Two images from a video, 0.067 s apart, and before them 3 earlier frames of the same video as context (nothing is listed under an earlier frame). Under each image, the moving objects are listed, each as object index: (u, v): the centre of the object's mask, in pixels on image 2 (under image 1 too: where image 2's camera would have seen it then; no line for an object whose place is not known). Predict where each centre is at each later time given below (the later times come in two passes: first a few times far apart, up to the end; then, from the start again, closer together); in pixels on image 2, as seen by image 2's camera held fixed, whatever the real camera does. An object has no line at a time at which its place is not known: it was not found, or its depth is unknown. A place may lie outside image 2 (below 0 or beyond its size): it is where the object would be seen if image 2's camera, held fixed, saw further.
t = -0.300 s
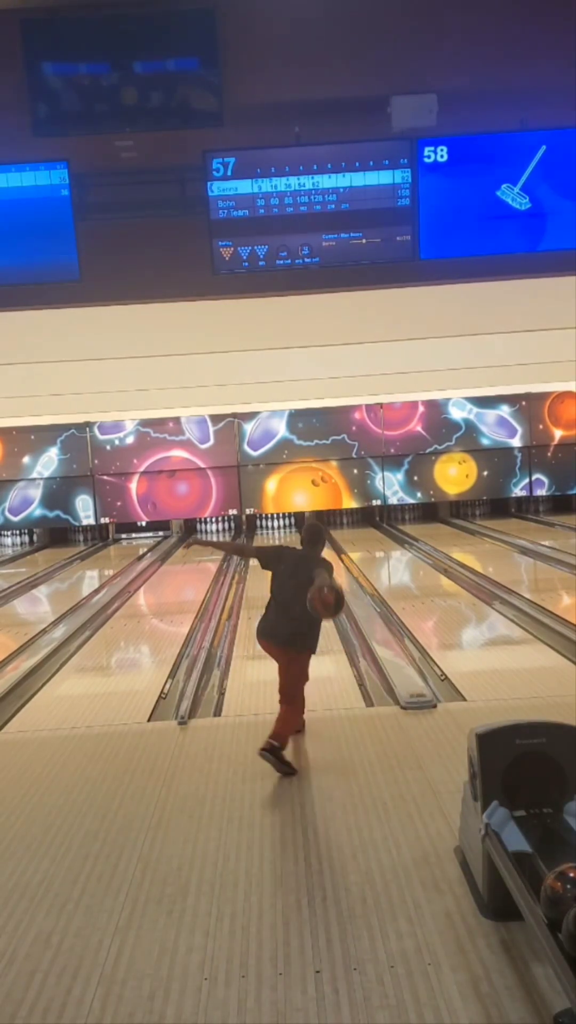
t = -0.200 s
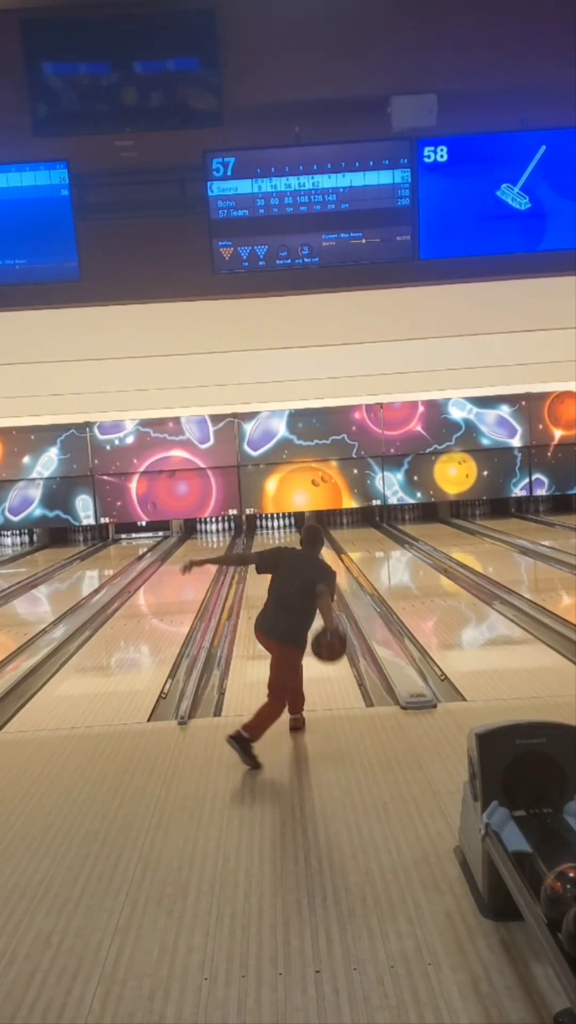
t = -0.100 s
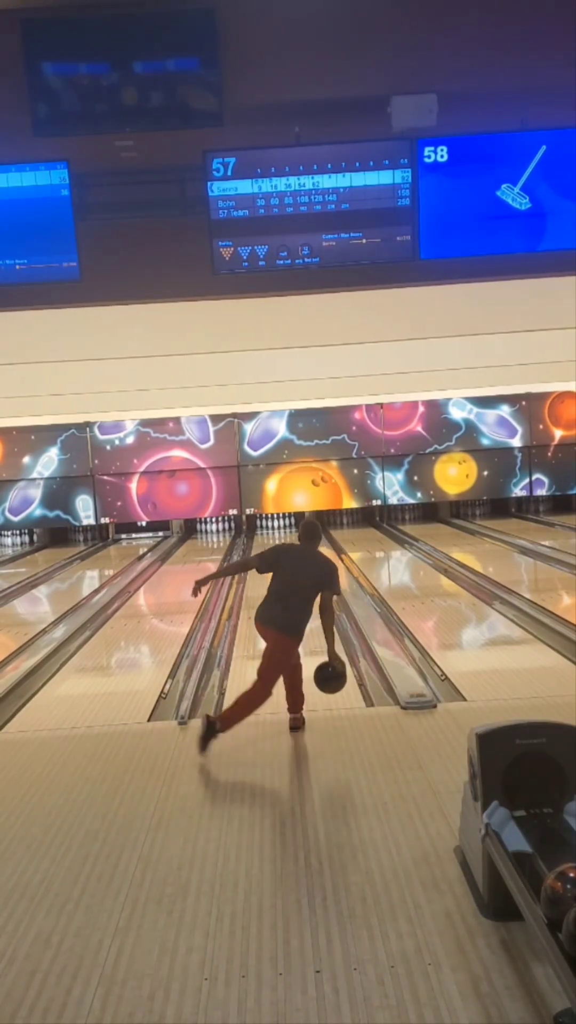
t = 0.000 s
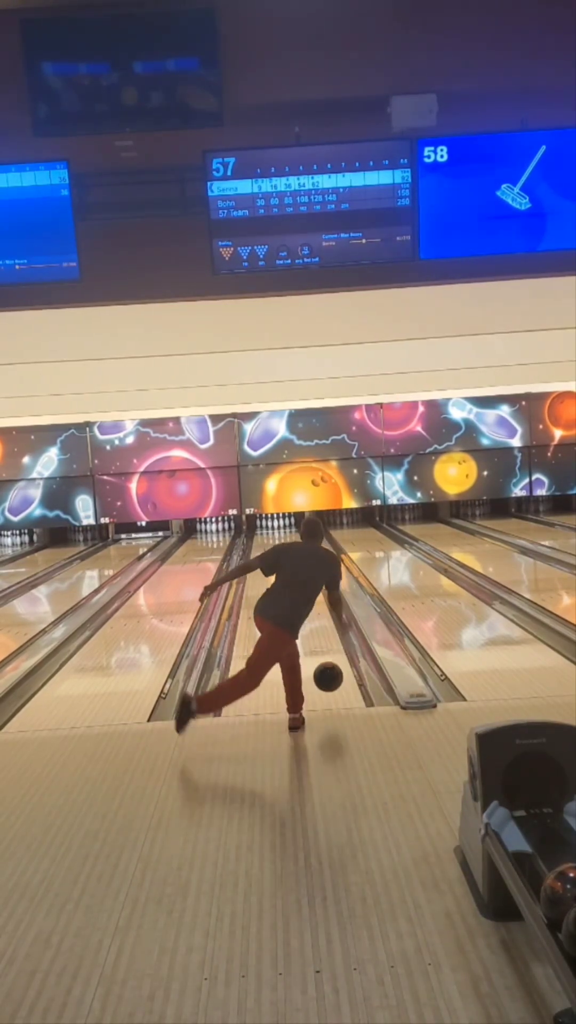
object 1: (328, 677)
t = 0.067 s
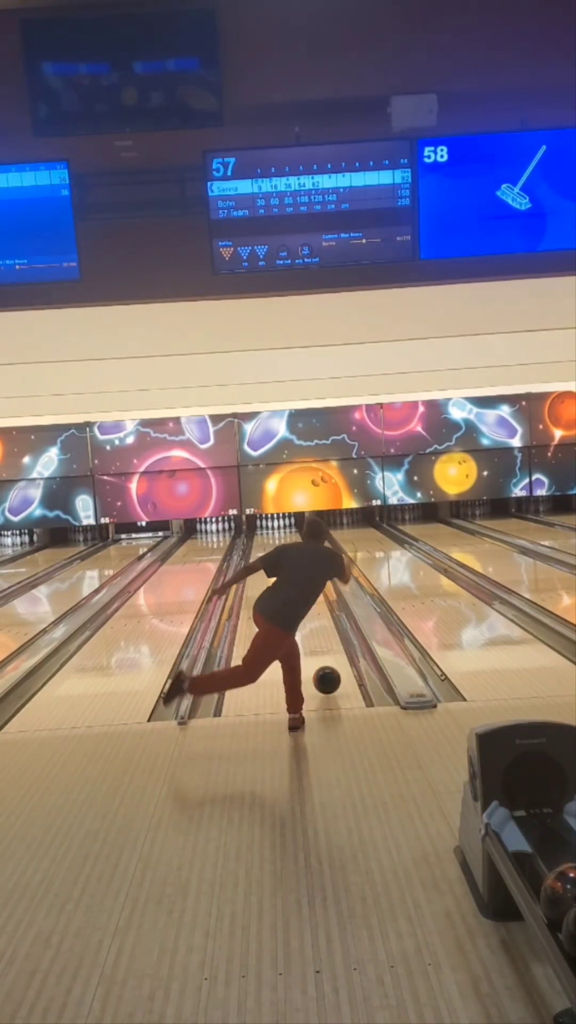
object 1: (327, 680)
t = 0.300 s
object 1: (320, 642)
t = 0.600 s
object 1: (317, 611)
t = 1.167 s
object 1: (305, 570)
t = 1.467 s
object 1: (301, 557)
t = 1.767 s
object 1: (297, 547)
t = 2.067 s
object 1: (294, 539)
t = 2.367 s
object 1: (289, 534)
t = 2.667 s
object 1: (283, 529)
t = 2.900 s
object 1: (279, 526)
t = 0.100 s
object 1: (326, 673)
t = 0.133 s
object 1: (324, 664)
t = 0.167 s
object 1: (323, 656)
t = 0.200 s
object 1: (322, 650)
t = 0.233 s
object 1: (321, 645)
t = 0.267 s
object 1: (320, 643)
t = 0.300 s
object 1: (320, 642)
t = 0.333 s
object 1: (319, 637)
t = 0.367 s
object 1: (318, 632)
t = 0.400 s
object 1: (317, 628)
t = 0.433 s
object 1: (317, 625)
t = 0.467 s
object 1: (316, 621)
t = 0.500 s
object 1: (316, 618)
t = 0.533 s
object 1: (316, 615)
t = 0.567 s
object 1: (317, 613)
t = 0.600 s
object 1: (317, 611)
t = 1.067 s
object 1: (305, 573)
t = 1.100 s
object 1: (306, 573)
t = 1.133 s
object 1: (306, 572)
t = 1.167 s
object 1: (305, 570)
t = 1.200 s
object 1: (304, 568)
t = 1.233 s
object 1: (304, 567)
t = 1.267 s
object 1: (304, 565)
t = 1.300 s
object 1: (303, 564)
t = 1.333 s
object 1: (303, 562)
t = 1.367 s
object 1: (302, 561)
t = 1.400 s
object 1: (302, 560)
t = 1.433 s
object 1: (301, 558)
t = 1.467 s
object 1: (301, 557)
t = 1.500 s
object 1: (301, 556)
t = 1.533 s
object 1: (300, 554)
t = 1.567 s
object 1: (300, 553)
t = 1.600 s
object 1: (300, 552)
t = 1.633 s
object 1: (299, 551)
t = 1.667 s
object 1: (299, 550)
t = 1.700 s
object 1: (298, 549)
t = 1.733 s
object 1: (298, 548)
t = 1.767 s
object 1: (297, 547)
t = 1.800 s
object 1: (297, 546)
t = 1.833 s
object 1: (296, 545)
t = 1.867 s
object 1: (296, 544)
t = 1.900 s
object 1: (296, 544)
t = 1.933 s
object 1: (295, 543)
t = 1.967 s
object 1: (295, 542)
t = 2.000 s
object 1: (294, 541)
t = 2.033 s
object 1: (294, 540)
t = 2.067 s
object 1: (294, 539)
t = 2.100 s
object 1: (293, 539)
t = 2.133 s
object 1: (293, 538)
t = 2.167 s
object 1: (292, 537)
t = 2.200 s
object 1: (292, 537)
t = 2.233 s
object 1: (291, 536)
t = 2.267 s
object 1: (291, 535)
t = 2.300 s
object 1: (290, 535)
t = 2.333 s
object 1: (289, 534)
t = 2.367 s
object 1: (289, 534)
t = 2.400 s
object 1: (288, 534)
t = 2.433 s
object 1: (287, 533)
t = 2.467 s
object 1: (287, 532)
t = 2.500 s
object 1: (286, 532)
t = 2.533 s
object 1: (285, 532)
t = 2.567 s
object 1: (285, 530)
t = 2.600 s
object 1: (284, 530)
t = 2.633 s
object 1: (284, 529)
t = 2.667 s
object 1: (283, 529)
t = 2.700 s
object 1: (282, 529)
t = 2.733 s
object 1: (282, 528)
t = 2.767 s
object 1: (281, 528)
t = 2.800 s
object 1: (281, 527)
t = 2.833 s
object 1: (280, 527)
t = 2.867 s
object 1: (280, 526)
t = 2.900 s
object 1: (279, 526)
